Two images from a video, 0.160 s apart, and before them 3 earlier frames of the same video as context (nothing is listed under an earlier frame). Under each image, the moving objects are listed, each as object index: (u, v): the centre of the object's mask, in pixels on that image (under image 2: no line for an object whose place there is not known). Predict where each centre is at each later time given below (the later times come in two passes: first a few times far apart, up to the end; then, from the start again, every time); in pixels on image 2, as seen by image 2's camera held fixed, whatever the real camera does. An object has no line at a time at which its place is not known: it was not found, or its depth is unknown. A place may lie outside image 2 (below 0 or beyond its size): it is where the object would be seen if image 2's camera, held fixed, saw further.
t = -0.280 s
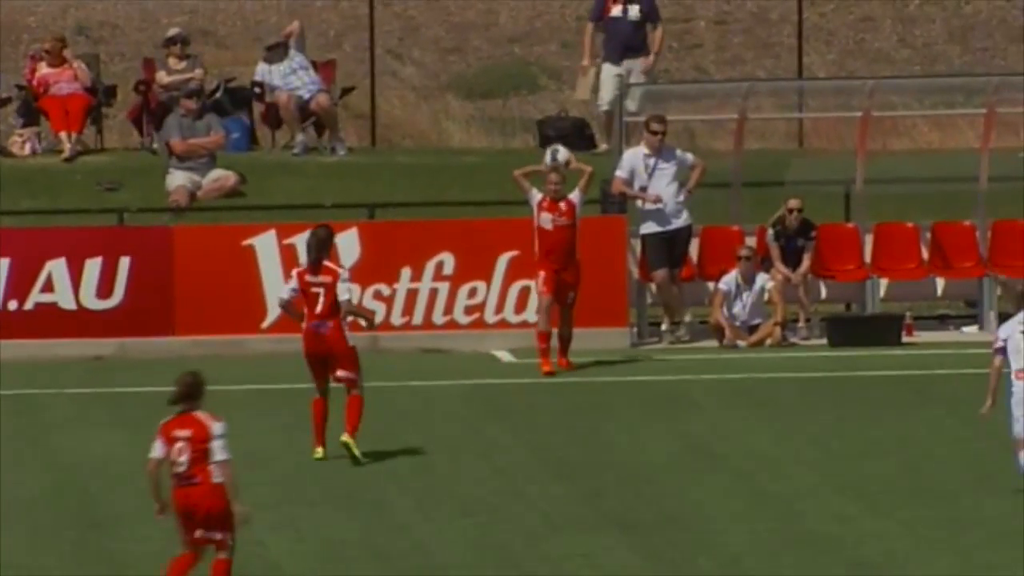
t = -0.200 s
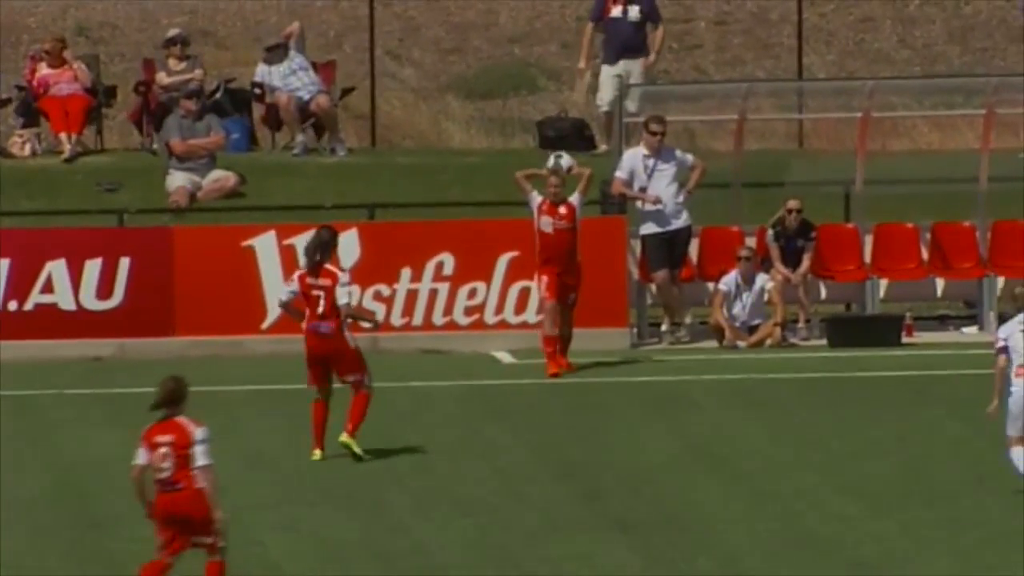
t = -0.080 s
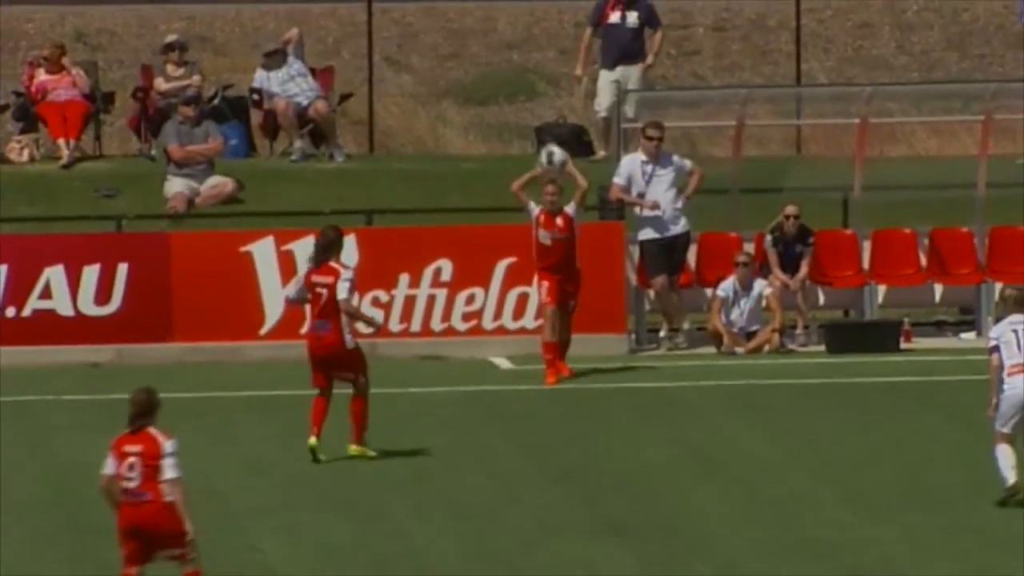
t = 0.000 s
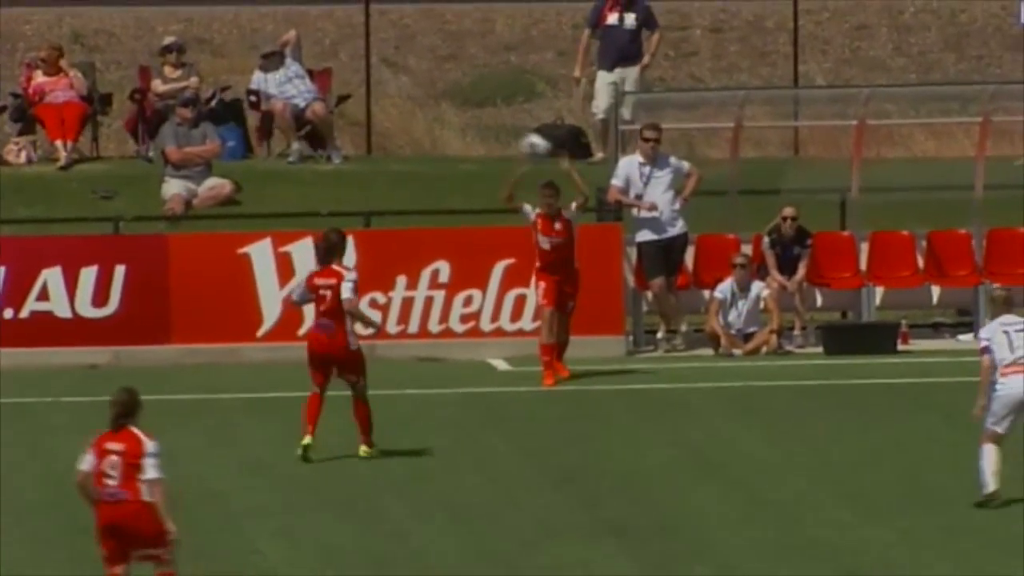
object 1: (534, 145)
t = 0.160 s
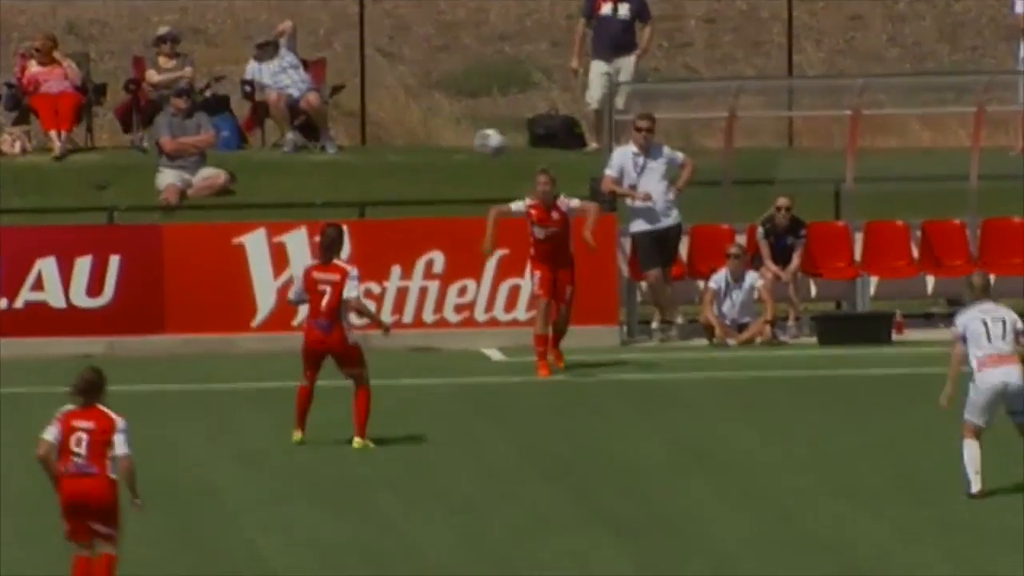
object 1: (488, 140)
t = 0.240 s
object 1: (470, 155)
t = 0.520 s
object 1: (397, 269)
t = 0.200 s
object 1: (479, 145)
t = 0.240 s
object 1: (470, 155)
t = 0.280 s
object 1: (460, 166)
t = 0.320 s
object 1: (449, 178)
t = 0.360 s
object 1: (440, 191)
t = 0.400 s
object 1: (430, 208)
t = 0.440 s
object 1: (419, 226)
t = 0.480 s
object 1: (408, 246)
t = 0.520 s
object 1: (397, 269)
